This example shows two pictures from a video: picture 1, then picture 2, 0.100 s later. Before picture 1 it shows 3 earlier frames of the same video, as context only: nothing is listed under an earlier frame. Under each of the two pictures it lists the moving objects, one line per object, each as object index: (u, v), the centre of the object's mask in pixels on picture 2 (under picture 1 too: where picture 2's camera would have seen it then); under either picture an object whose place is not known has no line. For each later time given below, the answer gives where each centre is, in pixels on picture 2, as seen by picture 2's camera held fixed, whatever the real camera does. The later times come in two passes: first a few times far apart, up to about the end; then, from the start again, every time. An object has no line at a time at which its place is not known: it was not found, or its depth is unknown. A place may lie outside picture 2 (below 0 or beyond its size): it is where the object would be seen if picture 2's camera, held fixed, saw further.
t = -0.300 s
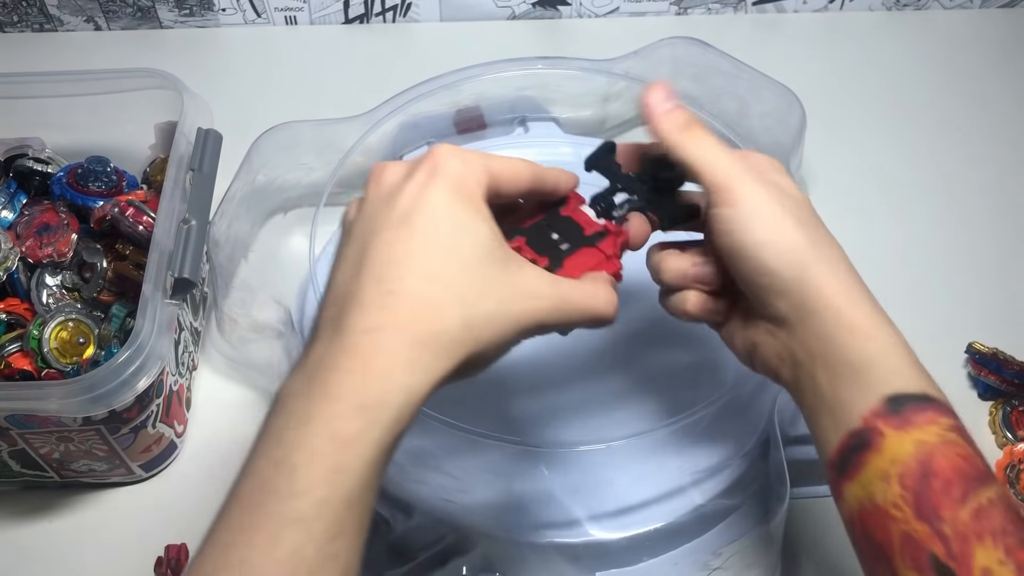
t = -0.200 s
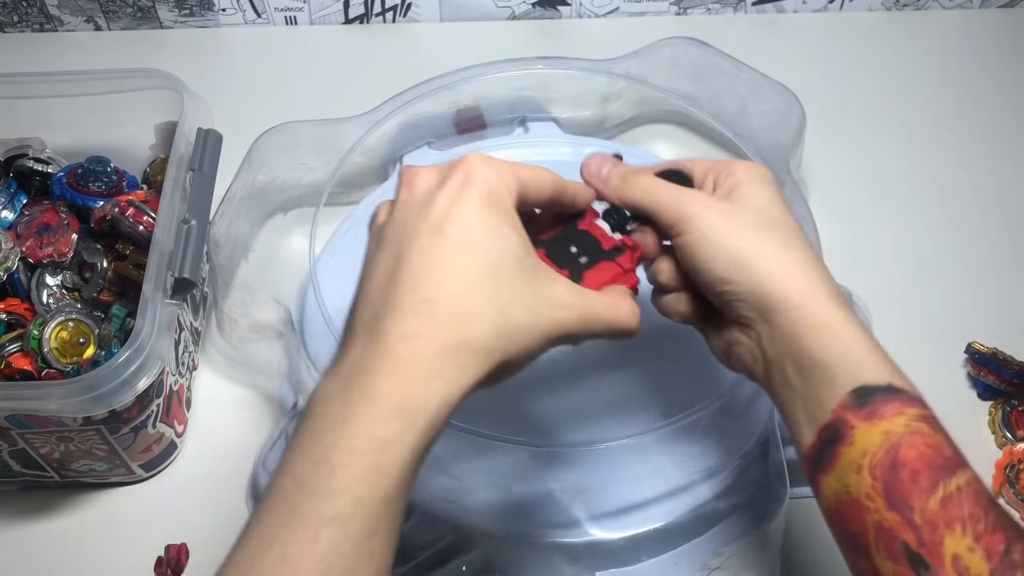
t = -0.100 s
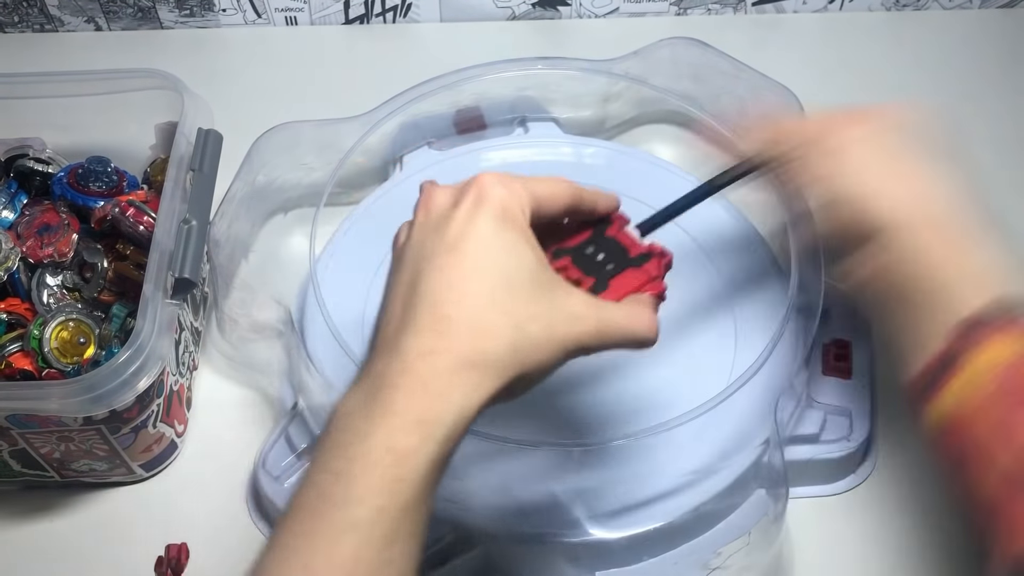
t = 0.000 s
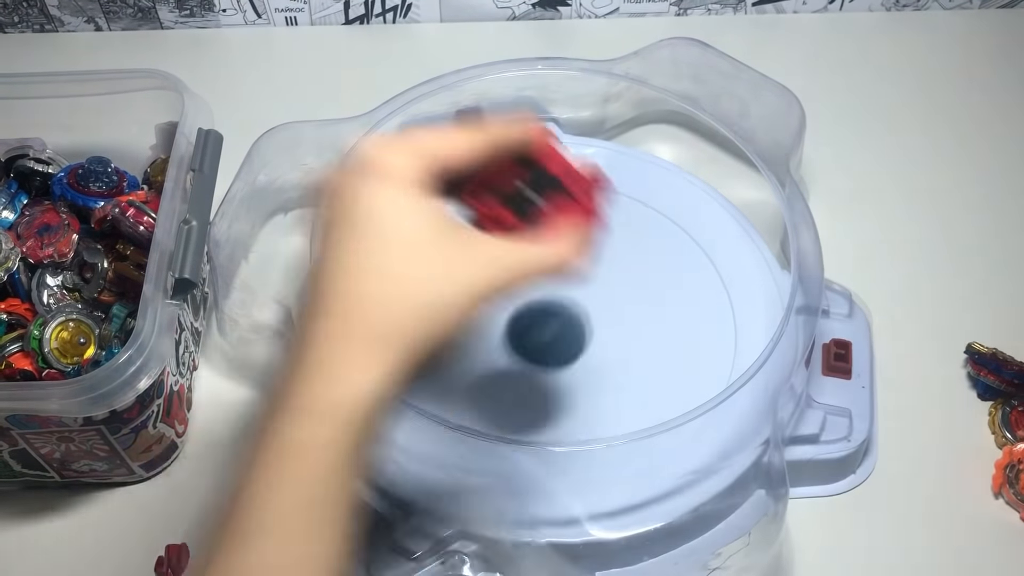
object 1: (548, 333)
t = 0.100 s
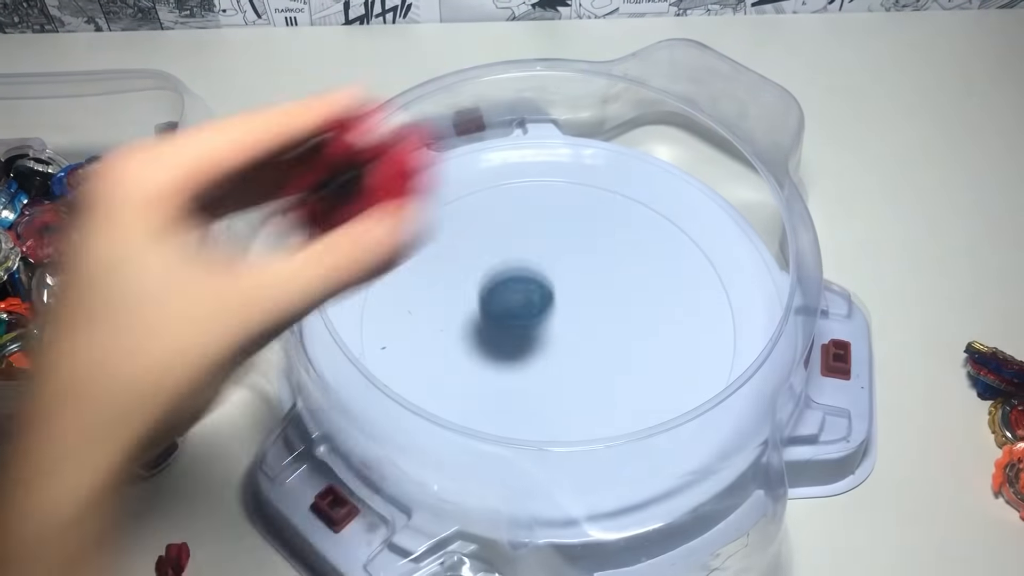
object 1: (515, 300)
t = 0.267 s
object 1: (511, 222)
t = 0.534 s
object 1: (524, 247)
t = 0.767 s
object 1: (538, 368)
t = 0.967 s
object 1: (622, 388)
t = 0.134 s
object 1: (514, 269)
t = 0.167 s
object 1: (512, 249)
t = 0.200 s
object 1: (509, 249)
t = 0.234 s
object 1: (510, 238)
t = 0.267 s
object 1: (511, 222)
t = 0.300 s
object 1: (513, 214)
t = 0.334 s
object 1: (514, 206)
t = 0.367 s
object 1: (517, 203)
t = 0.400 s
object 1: (519, 206)
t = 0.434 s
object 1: (520, 211)
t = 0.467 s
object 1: (522, 219)
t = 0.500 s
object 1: (523, 232)
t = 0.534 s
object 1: (524, 247)
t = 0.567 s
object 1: (525, 266)
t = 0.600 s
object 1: (525, 284)
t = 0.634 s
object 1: (524, 303)
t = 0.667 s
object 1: (523, 322)
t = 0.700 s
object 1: (525, 339)
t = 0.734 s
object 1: (529, 354)
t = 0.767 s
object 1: (538, 368)
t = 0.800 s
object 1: (550, 379)
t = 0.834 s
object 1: (563, 388)
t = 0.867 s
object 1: (578, 393)
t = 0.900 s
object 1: (593, 395)
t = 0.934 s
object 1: (608, 392)
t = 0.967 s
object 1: (622, 388)
